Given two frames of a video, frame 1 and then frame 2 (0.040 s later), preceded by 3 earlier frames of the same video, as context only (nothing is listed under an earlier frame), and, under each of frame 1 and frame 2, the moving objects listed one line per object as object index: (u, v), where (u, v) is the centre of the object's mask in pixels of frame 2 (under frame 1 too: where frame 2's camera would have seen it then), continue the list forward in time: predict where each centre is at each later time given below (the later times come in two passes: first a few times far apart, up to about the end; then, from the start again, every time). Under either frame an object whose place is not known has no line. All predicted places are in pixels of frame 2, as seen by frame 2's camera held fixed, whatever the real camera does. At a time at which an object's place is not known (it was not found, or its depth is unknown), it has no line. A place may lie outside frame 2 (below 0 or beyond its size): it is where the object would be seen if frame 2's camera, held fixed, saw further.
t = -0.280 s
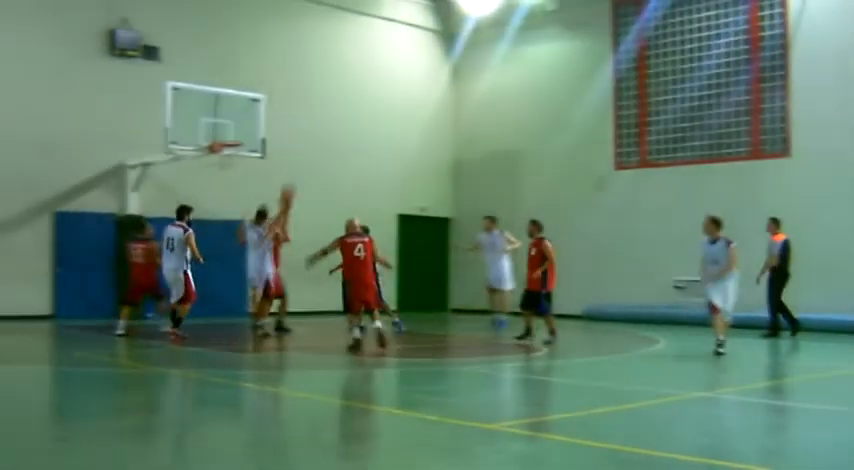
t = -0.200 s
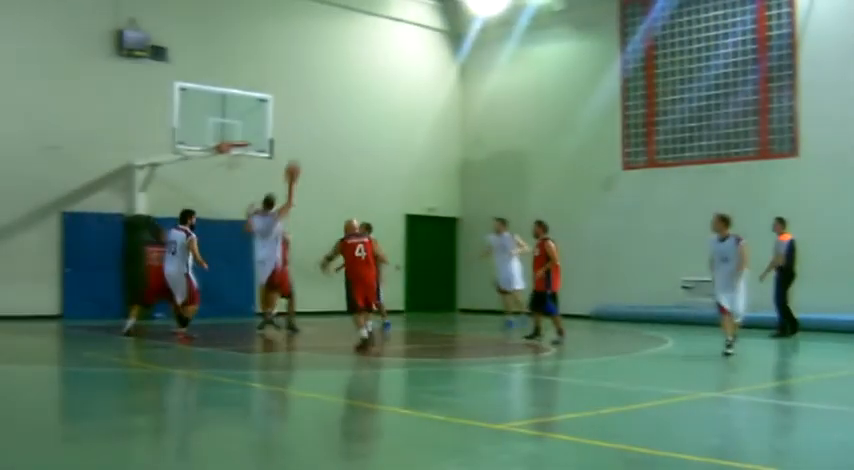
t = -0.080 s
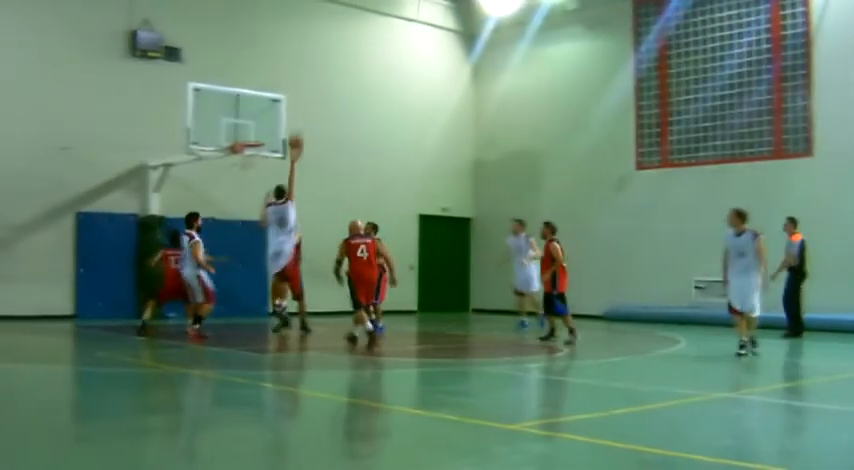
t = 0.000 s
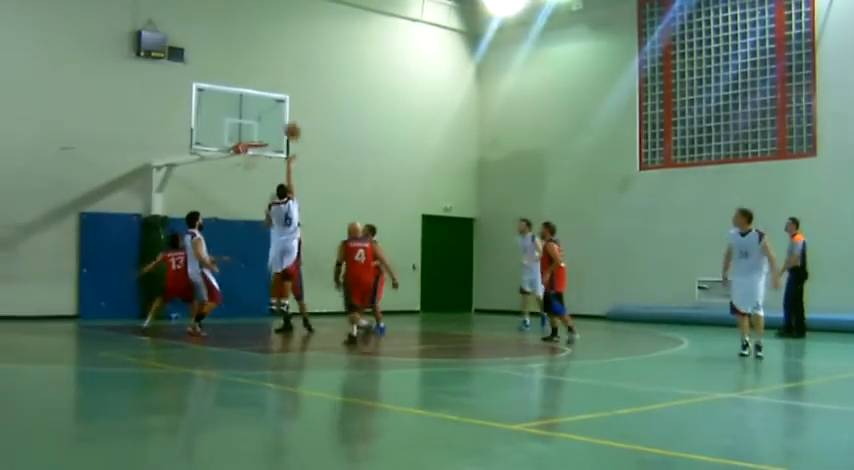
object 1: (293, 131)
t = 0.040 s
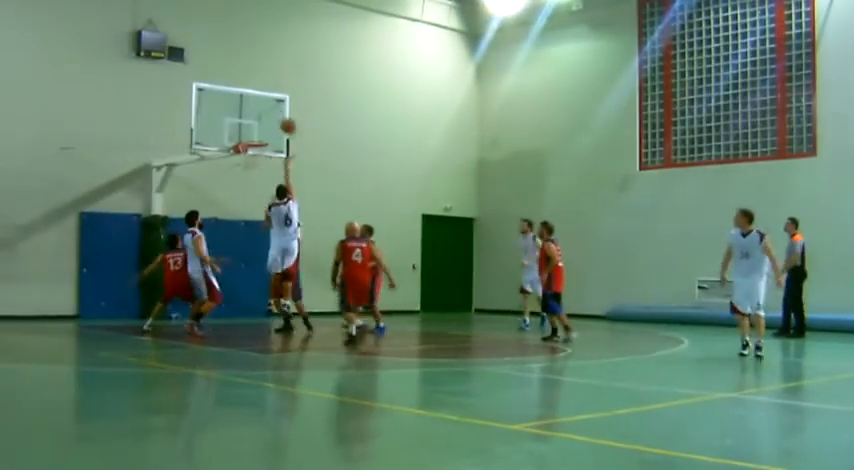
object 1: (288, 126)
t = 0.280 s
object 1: (267, 118)
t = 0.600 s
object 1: (263, 152)
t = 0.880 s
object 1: (254, 160)
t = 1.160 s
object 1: (237, 187)
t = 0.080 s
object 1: (285, 122)
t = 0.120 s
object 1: (281, 120)
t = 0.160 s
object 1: (277, 118)
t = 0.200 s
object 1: (274, 117)
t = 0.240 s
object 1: (270, 117)
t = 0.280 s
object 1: (267, 118)
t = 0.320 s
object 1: (263, 120)
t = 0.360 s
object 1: (259, 122)
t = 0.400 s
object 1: (256, 127)
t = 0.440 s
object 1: (253, 131)
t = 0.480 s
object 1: (249, 135)
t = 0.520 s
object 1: (248, 139)
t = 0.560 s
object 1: (256, 150)
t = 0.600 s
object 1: (263, 152)
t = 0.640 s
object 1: (264, 151)
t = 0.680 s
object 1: (264, 151)
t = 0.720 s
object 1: (263, 151)
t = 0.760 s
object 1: (261, 153)
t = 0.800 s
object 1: (259, 155)
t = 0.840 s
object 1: (257, 157)
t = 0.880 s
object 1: (254, 160)
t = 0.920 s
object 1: (252, 162)
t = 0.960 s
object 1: (249, 164)
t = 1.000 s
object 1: (246, 167)
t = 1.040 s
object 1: (244, 170)
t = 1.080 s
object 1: (242, 175)
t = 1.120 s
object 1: (240, 180)
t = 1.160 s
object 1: (237, 187)
